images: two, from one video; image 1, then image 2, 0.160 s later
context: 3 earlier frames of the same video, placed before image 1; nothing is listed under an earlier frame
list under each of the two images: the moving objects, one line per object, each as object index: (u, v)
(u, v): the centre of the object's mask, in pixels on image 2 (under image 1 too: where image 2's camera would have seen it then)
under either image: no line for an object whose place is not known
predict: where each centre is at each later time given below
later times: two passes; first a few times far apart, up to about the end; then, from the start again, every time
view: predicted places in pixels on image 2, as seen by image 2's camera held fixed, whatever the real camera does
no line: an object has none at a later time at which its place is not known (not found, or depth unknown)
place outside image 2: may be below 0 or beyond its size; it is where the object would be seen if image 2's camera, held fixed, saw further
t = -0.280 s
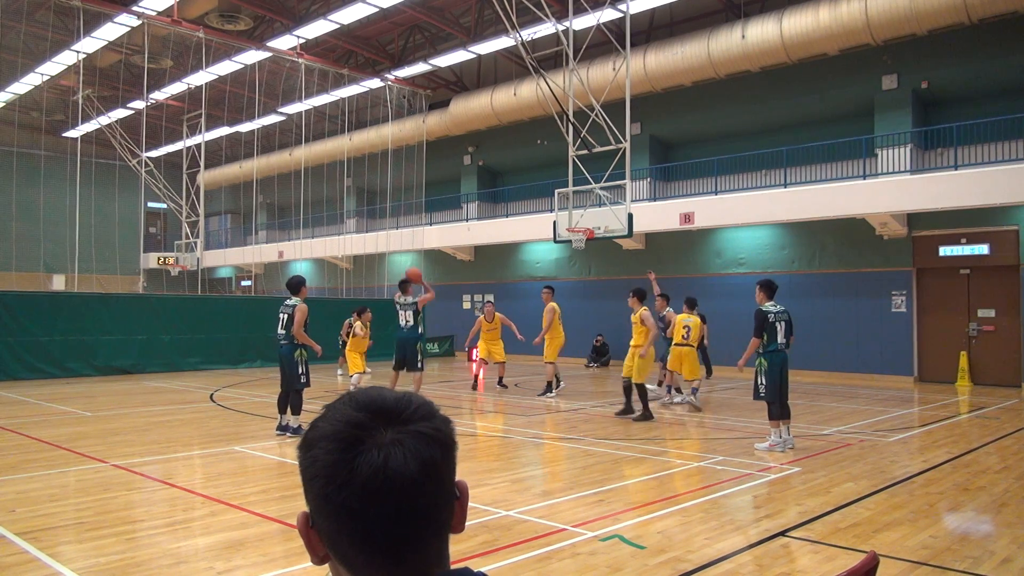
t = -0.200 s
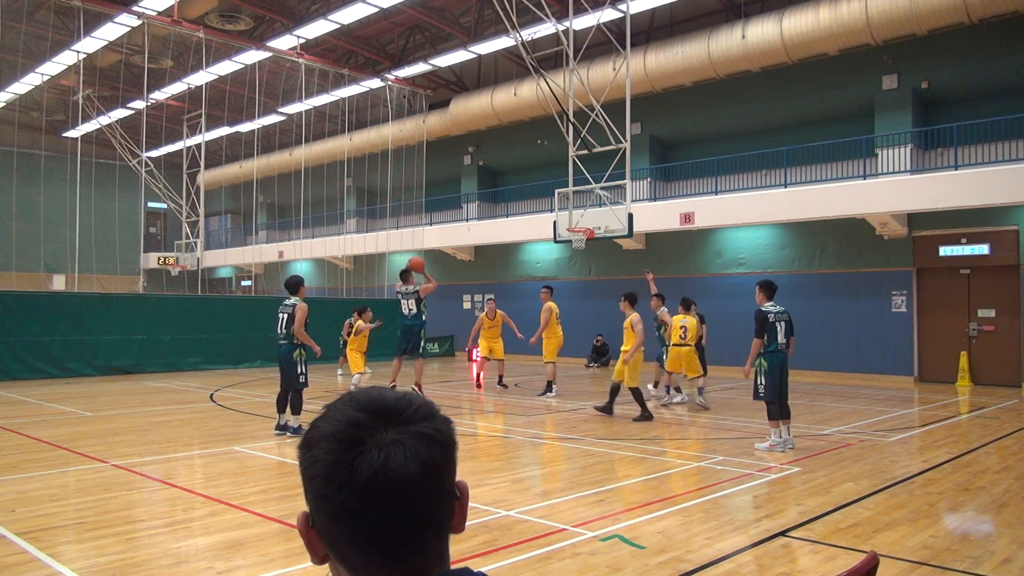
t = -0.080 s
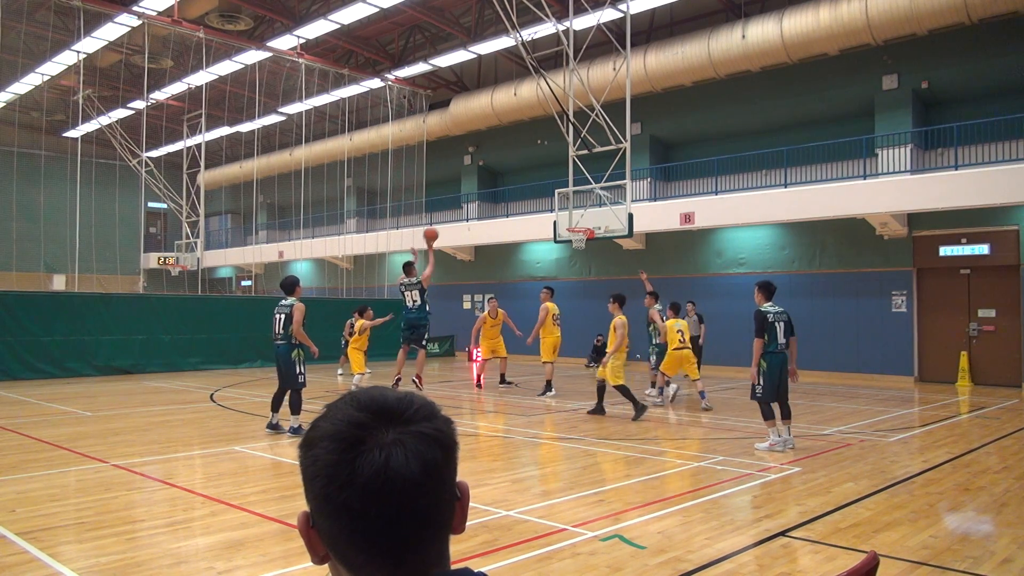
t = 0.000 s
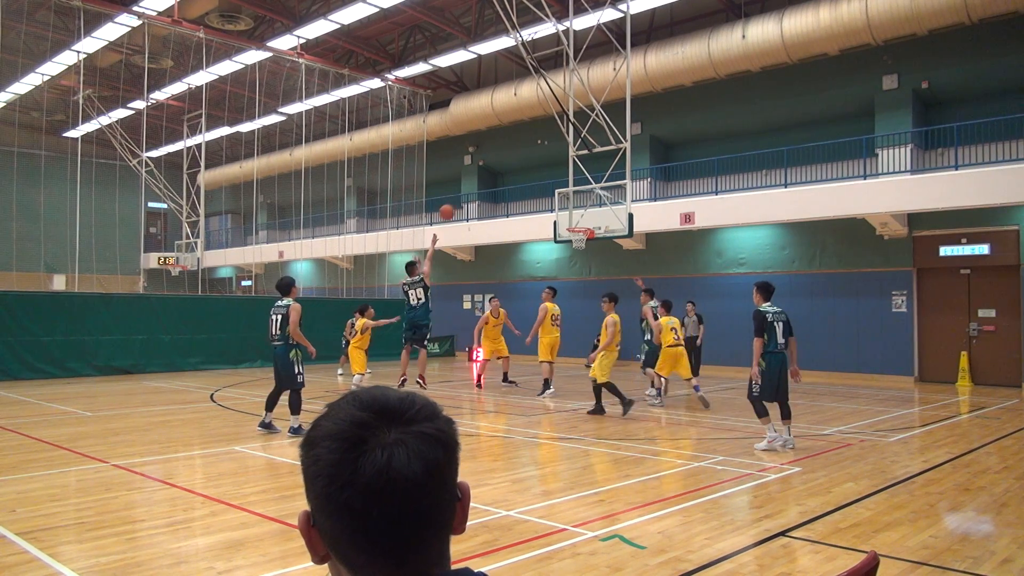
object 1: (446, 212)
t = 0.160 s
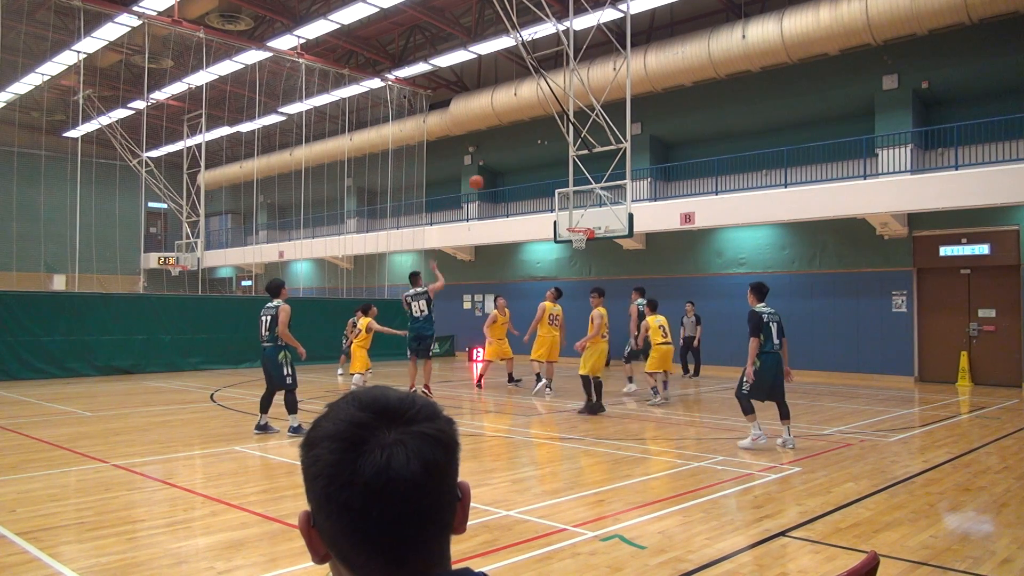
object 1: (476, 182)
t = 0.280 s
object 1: (496, 171)
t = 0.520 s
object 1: (533, 173)
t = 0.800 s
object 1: (569, 211)
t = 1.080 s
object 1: (578, 250)
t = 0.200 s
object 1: (484, 178)
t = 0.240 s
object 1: (490, 174)
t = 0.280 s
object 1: (496, 171)
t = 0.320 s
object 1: (503, 170)
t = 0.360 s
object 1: (509, 169)
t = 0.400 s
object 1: (515, 169)
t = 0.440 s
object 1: (521, 170)
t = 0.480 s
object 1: (527, 171)
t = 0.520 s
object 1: (533, 173)
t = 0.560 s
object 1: (538, 176)
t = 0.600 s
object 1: (544, 181)
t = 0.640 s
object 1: (549, 185)
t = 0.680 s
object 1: (554, 190)
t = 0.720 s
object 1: (560, 197)
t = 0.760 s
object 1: (565, 203)
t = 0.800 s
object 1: (569, 211)
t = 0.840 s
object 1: (574, 219)
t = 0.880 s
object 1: (578, 227)
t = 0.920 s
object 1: (585, 234)
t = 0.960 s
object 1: (582, 242)
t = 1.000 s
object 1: (581, 242)
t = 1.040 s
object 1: (580, 246)
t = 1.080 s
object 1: (578, 250)
